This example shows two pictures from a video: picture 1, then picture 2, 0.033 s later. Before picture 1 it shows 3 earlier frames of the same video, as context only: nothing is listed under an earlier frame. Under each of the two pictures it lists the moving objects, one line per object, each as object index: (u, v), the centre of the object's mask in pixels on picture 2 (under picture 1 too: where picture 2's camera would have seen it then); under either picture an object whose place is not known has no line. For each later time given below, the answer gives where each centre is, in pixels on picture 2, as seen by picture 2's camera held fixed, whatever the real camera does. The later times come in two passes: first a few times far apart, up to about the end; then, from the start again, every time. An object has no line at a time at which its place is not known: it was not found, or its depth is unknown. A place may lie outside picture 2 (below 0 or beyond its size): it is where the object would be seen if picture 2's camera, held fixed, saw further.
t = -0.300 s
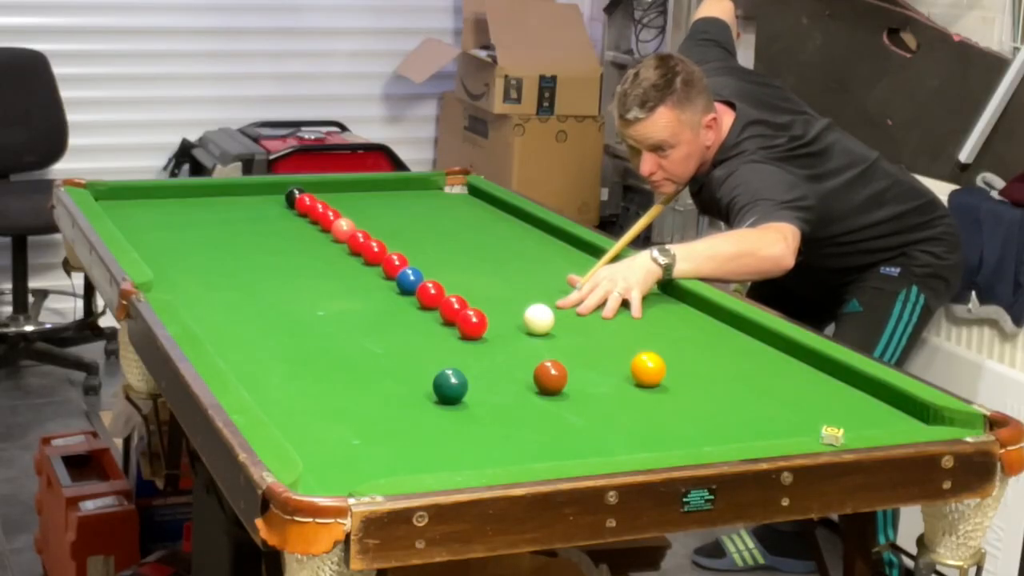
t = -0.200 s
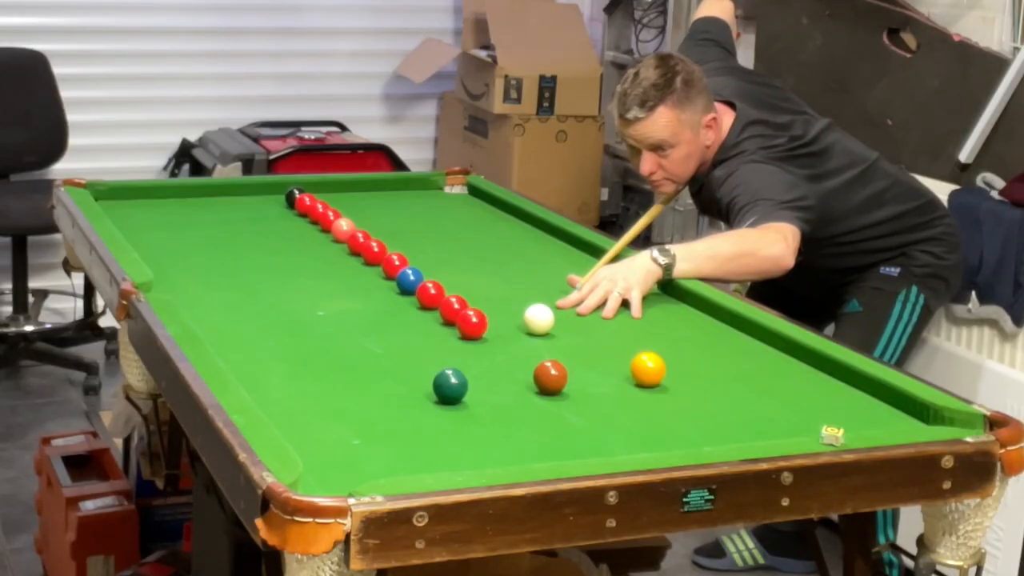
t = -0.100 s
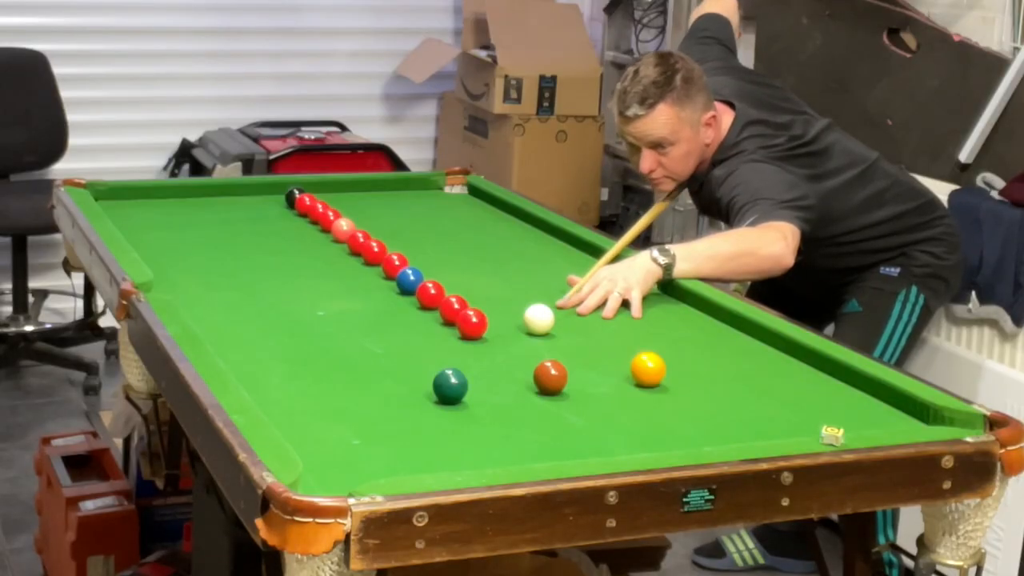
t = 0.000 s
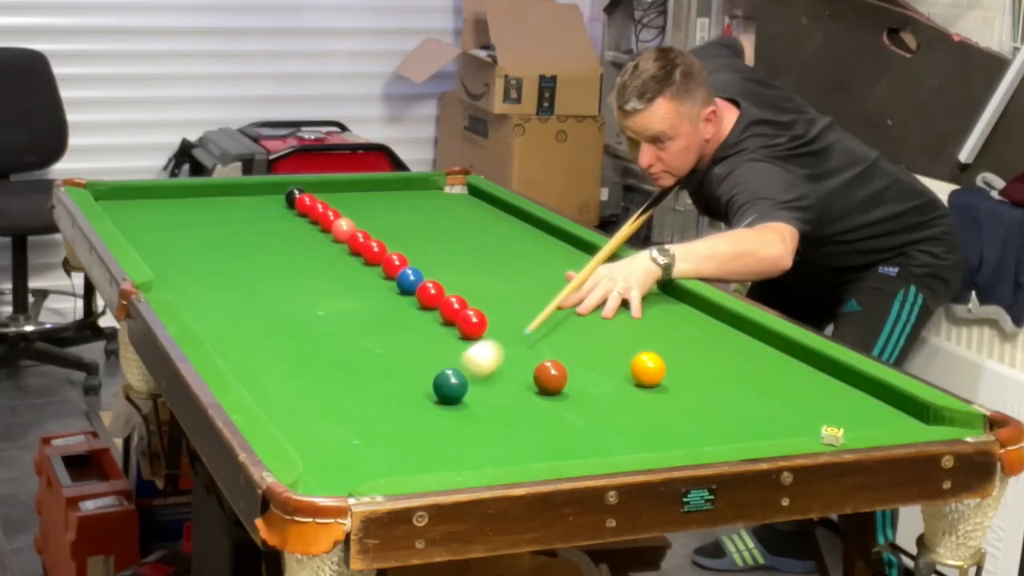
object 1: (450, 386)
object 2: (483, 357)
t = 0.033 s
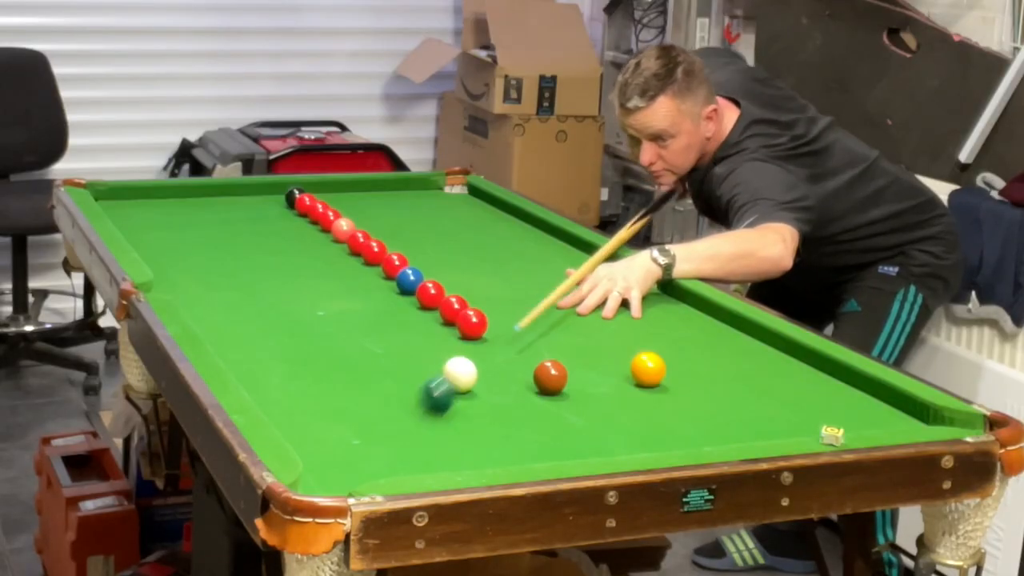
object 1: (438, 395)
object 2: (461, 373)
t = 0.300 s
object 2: (438, 368)
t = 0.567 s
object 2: (423, 363)
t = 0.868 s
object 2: (413, 359)
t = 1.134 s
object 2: (410, 357)
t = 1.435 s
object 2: (410, 357)
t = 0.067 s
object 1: (406, 423)
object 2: (455, 374)
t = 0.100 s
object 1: (371, 453)
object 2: (453, 373)
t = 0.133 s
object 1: (333, 480)
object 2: (450, 372)
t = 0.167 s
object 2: (447, 371)
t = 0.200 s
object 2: (445, 371)
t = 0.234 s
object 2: (443, 370)
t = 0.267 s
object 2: (440, 369)
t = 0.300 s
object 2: (438, 368)
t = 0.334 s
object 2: (436, 367)
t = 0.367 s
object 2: (433, 367)
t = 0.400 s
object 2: (432, 366)
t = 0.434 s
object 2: (430, 365)
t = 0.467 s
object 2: (428, 365)
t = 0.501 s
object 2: (426, 364)
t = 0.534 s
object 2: (424, 364)
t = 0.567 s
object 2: (423, 363)
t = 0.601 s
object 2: (422, 362)
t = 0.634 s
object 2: (420, 362)
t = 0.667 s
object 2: (419, 361)
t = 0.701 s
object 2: (418, 361)
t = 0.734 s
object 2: (417, 361)
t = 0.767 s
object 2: (416, 360)
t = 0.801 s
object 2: (414, 360)
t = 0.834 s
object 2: (414, 359)
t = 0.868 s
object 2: (413, 359)
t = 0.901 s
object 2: (412, 358)
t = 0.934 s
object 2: (411, 358)
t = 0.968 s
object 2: (411, 358)
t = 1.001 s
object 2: (410, 358)
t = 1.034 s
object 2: (410, 357)
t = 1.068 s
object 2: (410, 357)
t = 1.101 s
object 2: (410, 357)
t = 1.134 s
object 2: (410, 357)
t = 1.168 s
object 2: (410, 357)
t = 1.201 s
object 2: (410, 357)
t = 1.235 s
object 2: (410, 357)
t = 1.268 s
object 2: (410, 357)
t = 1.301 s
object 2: (410, 357)
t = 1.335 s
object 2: (410, 357)
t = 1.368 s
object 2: (410, 357)
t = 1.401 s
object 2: (410, 357)
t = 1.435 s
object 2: (410, 357)
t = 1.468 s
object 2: (410, 357)
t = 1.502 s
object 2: (410, 357)
